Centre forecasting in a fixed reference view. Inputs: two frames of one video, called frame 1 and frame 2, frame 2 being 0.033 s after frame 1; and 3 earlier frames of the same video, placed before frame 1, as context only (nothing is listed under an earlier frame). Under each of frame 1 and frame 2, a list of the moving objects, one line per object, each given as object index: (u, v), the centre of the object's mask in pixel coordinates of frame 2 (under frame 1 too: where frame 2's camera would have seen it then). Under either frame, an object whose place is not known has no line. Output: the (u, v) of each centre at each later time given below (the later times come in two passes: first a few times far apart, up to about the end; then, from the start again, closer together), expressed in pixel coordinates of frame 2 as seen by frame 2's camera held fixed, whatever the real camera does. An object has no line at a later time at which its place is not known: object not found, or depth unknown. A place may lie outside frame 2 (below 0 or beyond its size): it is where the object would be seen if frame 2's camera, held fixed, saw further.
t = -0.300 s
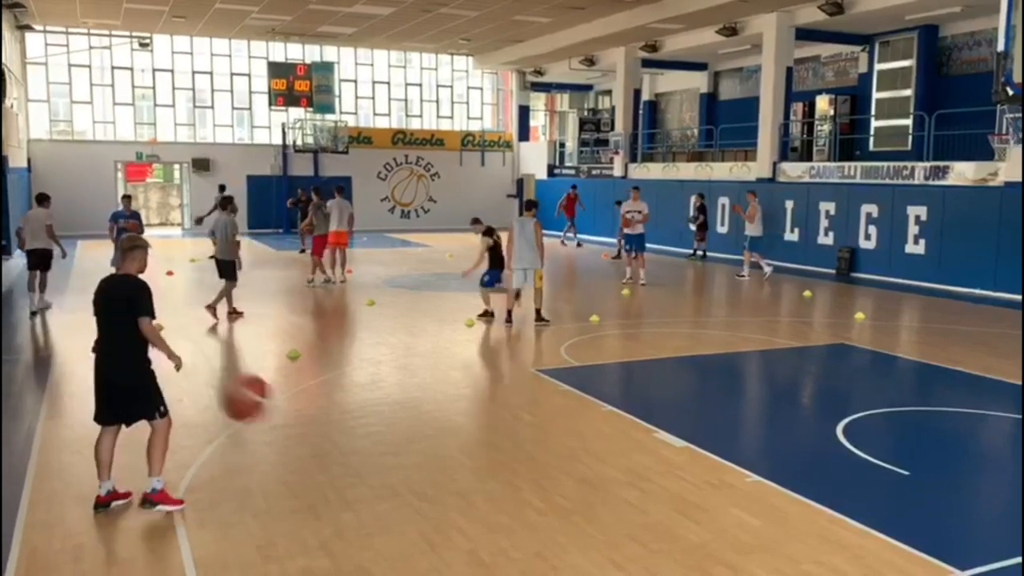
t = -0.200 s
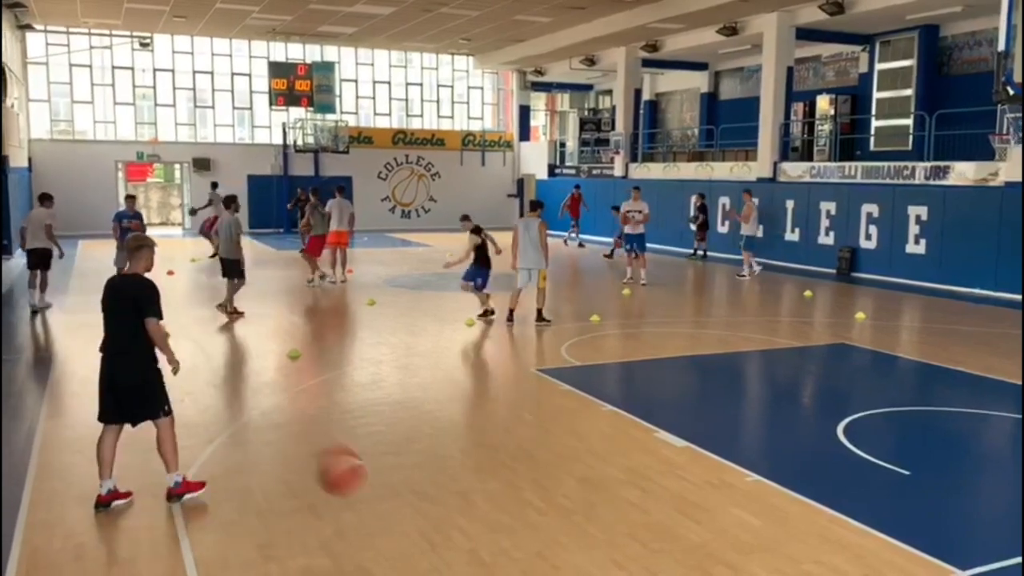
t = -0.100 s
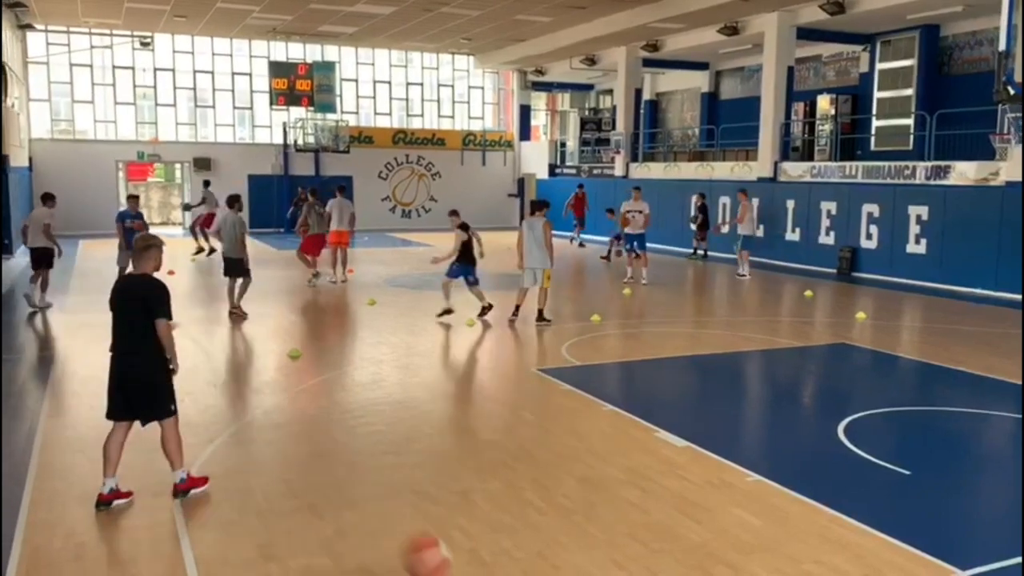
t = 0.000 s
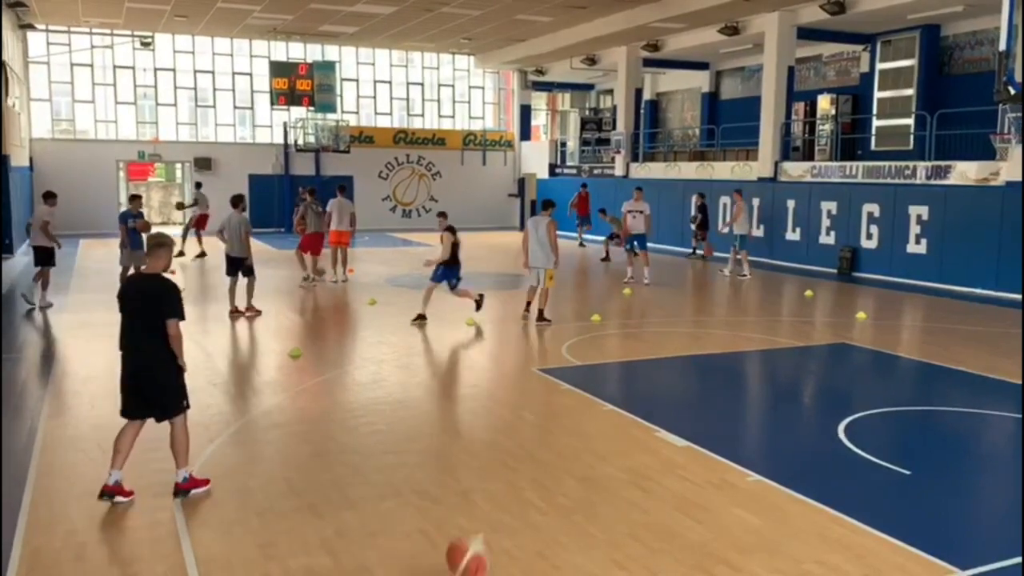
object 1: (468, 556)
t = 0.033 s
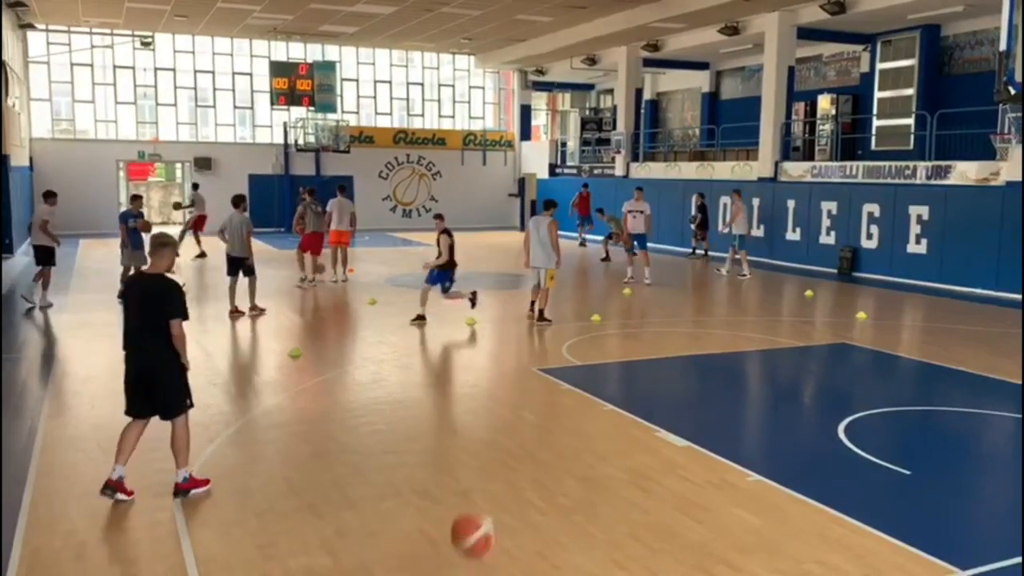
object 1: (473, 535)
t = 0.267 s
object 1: (506, 428)
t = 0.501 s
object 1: (537, 422)
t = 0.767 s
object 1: (571, 537)
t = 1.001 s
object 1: (611, 539)
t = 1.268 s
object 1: (663, 515)
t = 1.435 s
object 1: (695, 563)
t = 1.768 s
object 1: (763, 551)
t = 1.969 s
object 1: (801, 571)
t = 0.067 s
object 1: (476, 515)
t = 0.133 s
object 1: (487, 478)
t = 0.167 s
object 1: (492, 462)
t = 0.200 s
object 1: (496, 449)
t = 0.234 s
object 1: (501, 437)
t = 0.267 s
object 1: (506, 428)
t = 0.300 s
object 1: (509, 420)
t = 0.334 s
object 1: (514, 415)
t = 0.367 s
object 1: (519, 412)
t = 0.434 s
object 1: (528, 414)
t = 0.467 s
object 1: (533, 417)
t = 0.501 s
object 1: (537, 422)
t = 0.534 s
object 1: (541, 430)
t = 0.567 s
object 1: (546, 440)
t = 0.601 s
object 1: (550, 451)
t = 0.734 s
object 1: (567, 517)
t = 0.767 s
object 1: (571, 537)
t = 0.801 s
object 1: (575, 557)
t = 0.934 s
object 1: (598, 559)
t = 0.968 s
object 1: (605, 551)
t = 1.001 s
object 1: (611, 539)
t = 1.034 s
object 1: (617, 529)
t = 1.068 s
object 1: (623, 521)
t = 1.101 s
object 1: (630, 515)
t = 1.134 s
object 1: (636, 510)
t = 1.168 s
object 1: (644, 508)
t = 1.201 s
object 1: (650, 508)
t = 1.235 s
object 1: (657, 510)
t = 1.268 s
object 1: (663, 515)
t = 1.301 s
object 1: (669, 521)
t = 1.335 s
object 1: (676, 529)
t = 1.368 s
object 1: (682, 539)
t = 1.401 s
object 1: (689, 552)
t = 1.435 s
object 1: (695, 563)
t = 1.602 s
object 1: (726, 569)
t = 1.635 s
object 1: (733, 565)
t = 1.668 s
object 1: (741, 560)
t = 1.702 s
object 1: (749, 556)
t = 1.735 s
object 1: (756, 553)
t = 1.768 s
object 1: (763, 551)
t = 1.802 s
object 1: (771, 552)
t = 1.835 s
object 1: (777, 555)
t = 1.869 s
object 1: (783, 558)
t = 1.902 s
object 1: (790, 562)
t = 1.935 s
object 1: (795, 567)
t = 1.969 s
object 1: (801, 571)
